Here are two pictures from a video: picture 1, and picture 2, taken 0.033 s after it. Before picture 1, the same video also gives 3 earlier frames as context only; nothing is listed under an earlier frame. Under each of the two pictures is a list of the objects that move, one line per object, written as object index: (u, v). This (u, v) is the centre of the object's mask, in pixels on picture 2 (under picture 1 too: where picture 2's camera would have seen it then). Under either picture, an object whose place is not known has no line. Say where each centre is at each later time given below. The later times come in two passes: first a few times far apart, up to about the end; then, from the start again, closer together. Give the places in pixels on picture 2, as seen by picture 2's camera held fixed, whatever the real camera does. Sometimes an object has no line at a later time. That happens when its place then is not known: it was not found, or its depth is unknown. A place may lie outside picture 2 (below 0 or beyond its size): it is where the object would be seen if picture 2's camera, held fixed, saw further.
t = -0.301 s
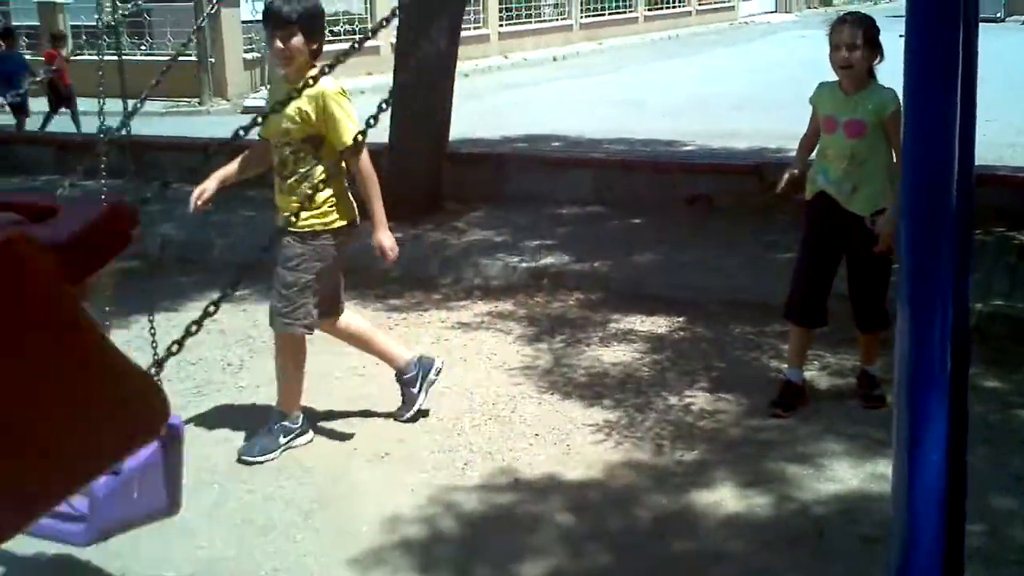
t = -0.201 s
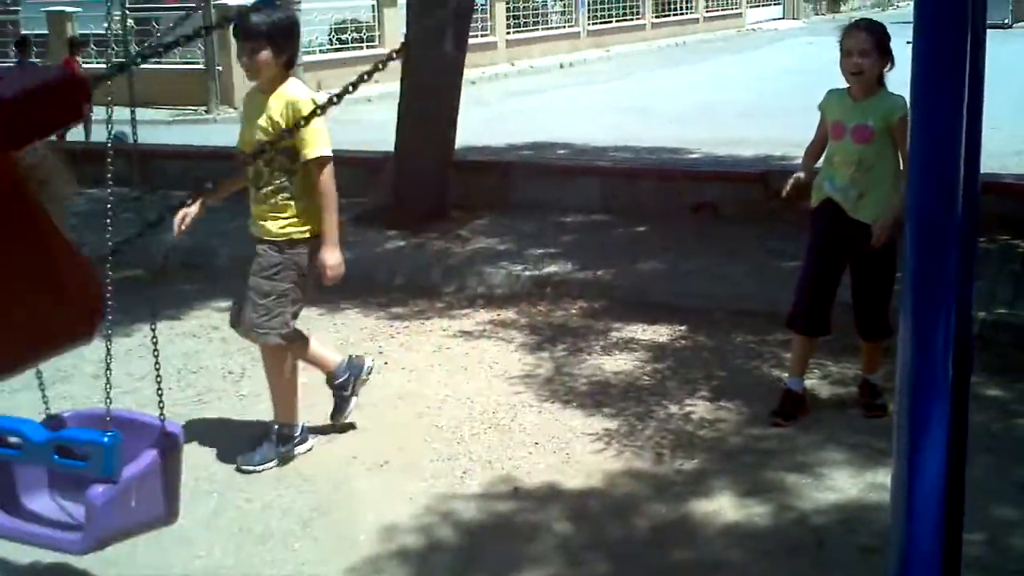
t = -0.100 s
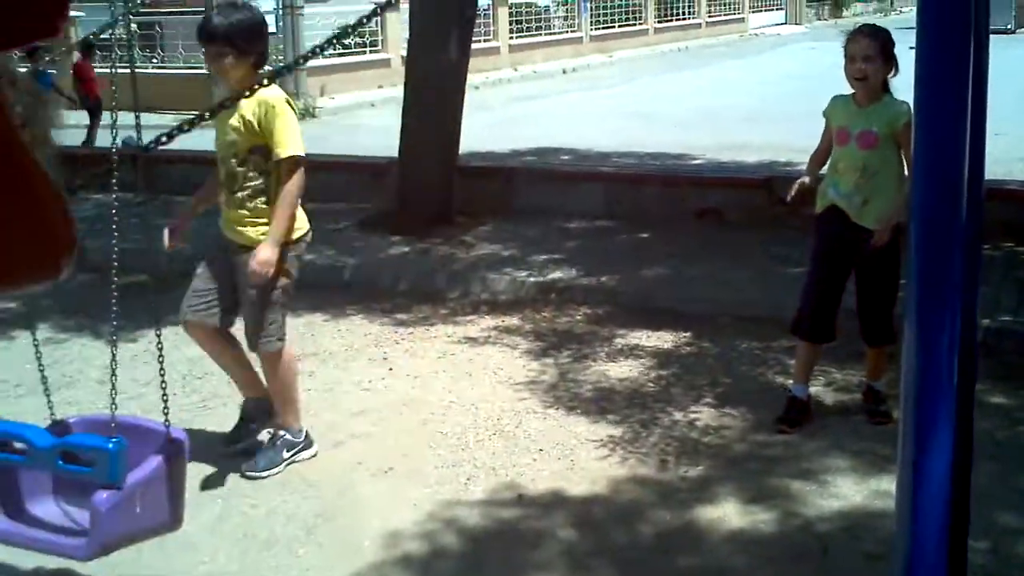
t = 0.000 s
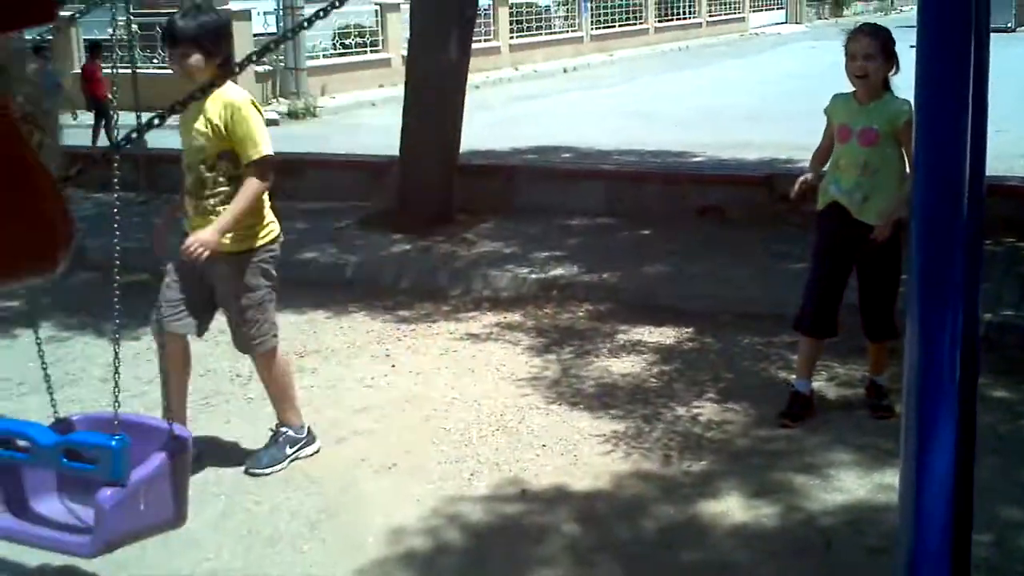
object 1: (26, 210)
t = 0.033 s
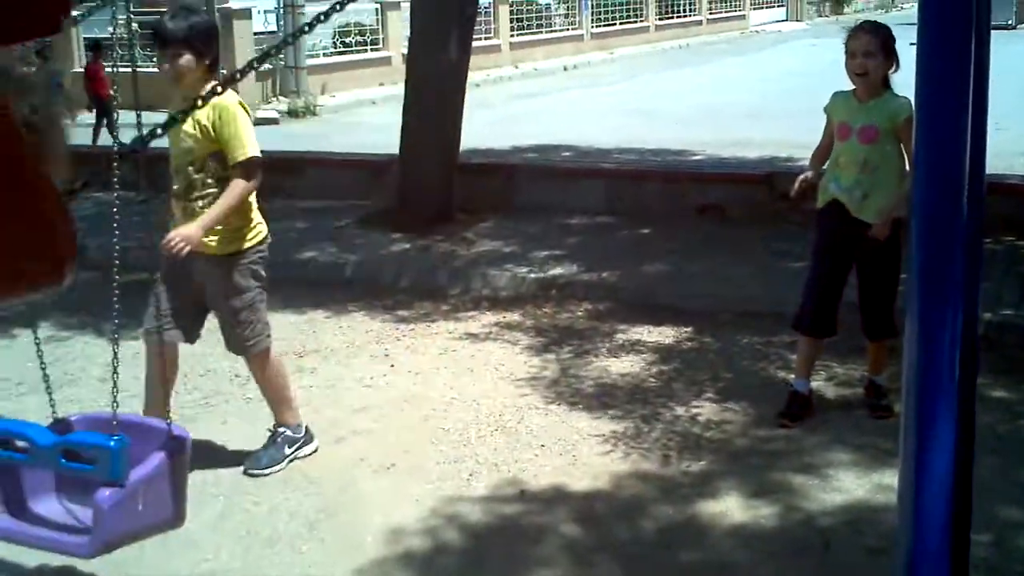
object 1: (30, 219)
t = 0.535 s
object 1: (358, 574)
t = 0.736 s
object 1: (574, 490)
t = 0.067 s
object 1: (33, 179)
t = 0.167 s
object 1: (56, 302)
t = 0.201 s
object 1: (64, 363)
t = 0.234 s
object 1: (77, 412)
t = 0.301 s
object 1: (119, 471)
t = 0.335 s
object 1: (162, 507)
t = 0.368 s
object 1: (190, 503)
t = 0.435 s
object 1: (241, 540)
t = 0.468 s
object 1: (269, 561)
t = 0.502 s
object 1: (313, 569)
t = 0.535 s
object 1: (358, 574)
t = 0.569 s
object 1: (403, 573)
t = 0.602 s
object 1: (443, 564)
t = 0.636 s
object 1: (482, 553)
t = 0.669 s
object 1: (516, 537)
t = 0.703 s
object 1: (547, 514)
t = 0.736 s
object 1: (574, 490)
